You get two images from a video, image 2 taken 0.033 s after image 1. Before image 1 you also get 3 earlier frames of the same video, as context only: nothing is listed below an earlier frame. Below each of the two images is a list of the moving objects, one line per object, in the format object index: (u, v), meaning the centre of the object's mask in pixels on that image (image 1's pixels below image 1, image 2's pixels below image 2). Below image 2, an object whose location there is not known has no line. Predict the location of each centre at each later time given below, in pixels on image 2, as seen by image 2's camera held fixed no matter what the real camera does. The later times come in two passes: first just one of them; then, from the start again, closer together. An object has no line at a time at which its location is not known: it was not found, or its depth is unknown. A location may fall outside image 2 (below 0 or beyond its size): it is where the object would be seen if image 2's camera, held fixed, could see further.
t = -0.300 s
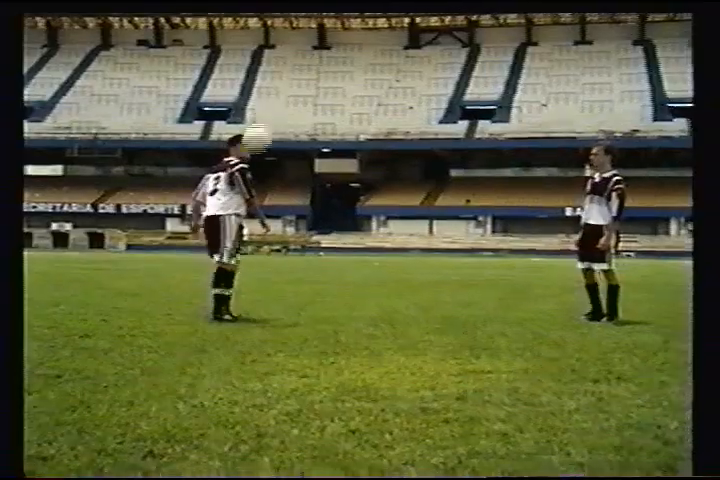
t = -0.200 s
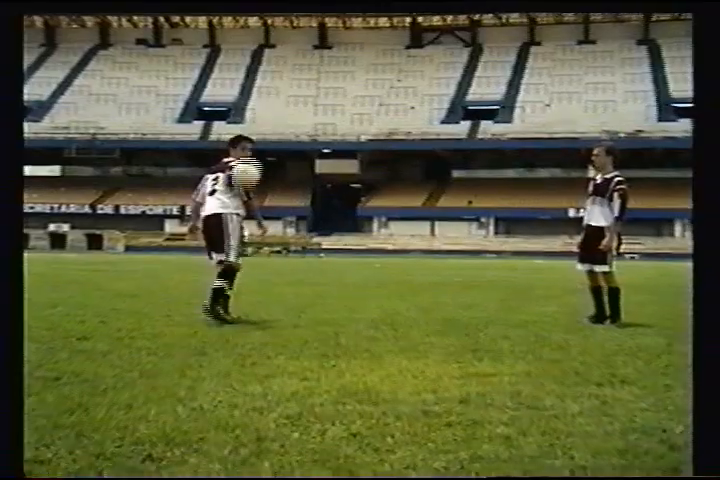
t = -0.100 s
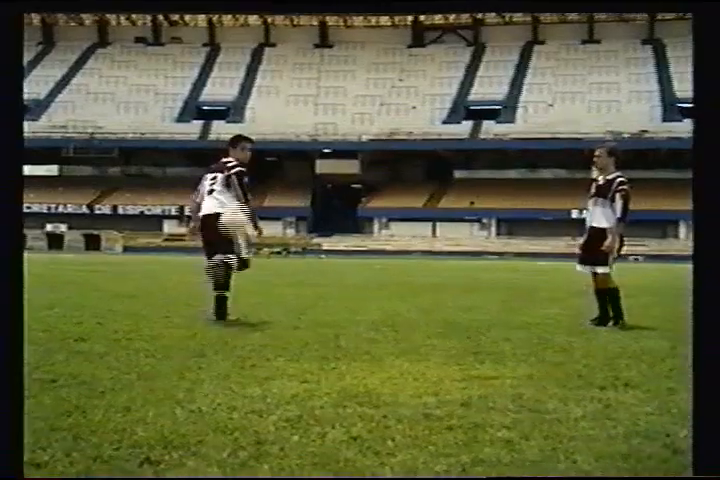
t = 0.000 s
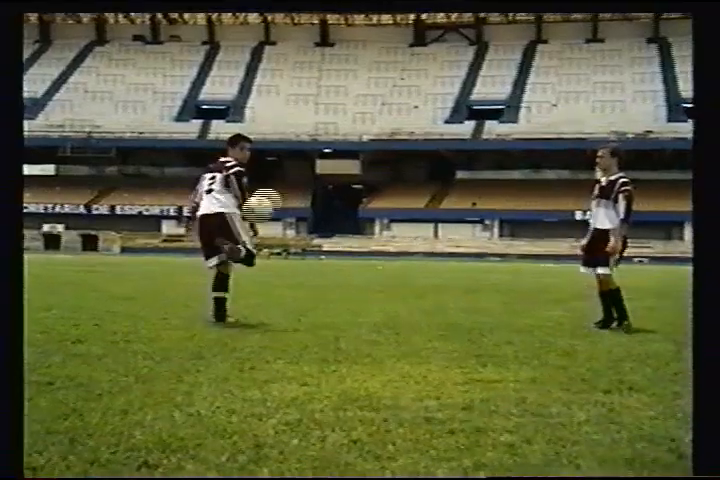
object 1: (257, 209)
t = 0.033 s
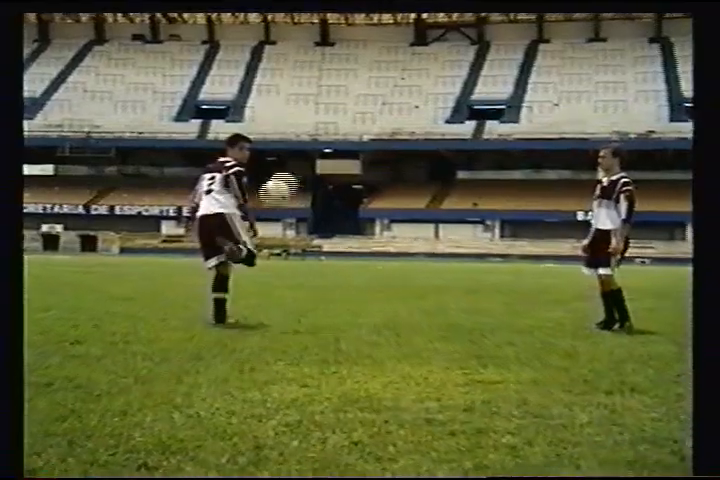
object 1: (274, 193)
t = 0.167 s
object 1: (346, 139)
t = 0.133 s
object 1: (325, 150)
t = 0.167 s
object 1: (346, 139)
